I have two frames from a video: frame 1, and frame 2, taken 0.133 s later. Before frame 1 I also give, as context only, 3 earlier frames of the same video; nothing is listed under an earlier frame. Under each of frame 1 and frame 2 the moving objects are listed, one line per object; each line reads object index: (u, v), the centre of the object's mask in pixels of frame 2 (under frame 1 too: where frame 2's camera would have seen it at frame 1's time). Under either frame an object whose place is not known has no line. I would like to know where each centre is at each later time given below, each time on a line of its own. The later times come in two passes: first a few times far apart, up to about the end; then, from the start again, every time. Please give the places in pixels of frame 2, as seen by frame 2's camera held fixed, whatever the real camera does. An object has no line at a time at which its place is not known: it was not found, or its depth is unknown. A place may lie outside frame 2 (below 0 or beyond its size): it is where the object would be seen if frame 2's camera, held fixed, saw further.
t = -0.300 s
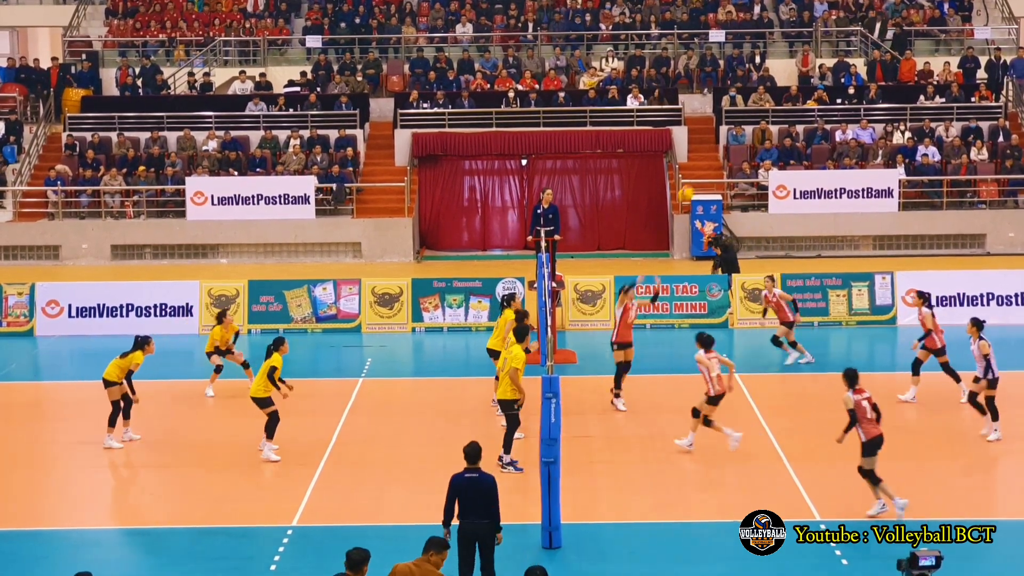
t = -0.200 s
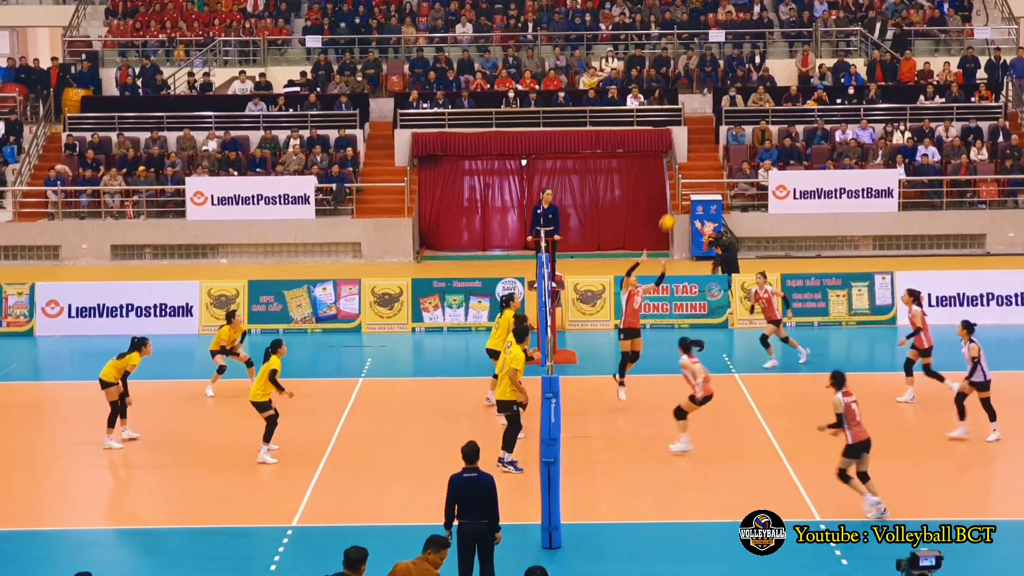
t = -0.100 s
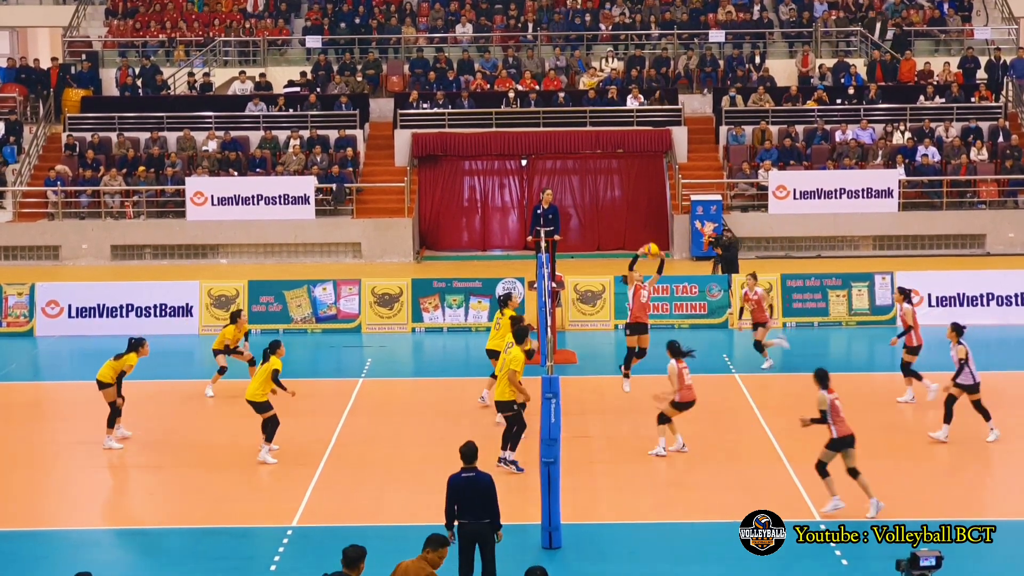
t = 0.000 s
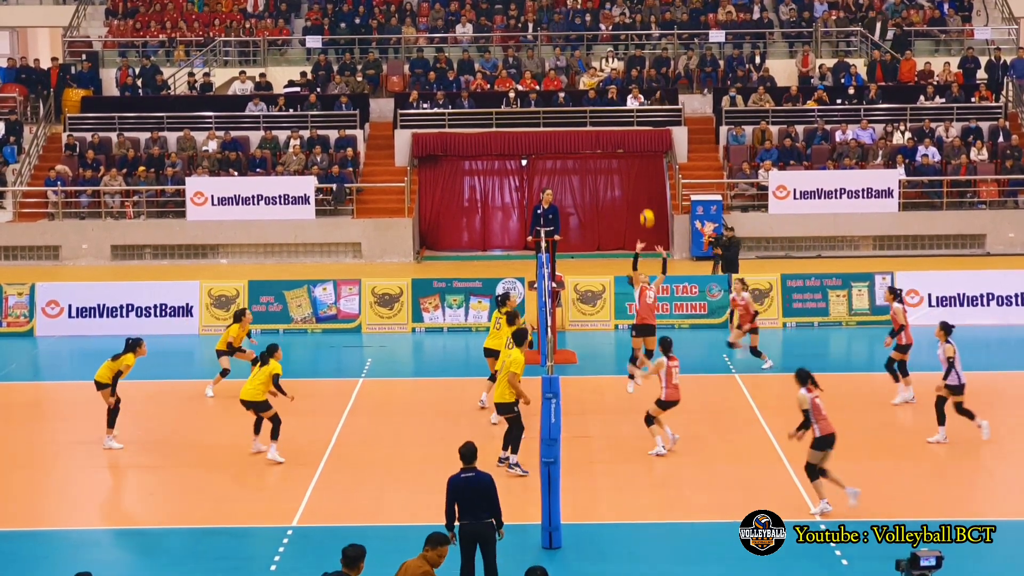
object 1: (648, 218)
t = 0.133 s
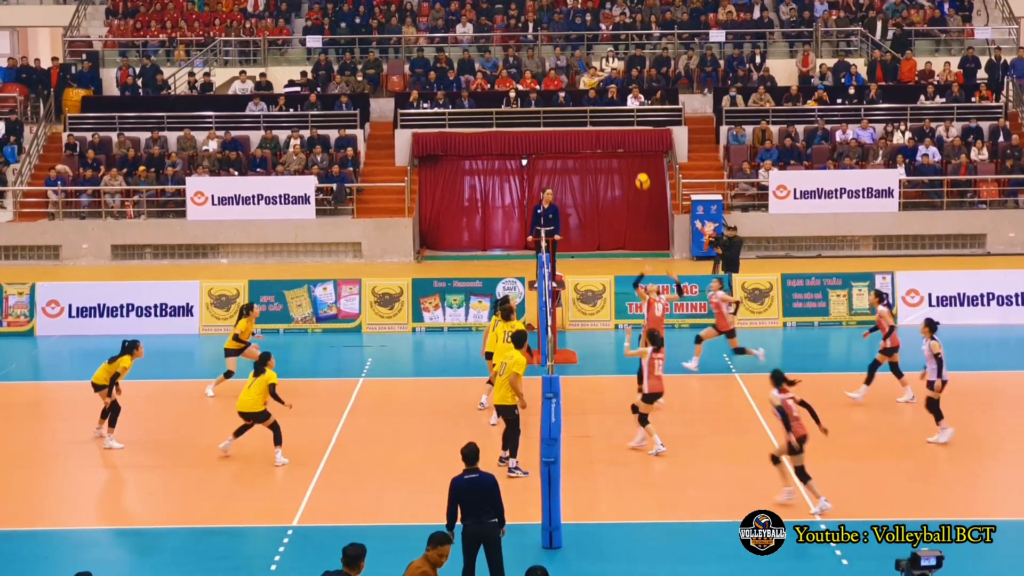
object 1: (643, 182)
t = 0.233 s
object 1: (639, 163)
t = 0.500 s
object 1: (630, 145)
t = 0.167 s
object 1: (641, 175)
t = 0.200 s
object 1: (640, 168)
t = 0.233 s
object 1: (639, 163)
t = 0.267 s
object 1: (638, 158)
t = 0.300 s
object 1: (637, 154)
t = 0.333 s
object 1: (636, 151)
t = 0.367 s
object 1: (634, 148)
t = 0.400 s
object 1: (634, 146)
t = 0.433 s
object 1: (633, 145)
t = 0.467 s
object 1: (631, 145)
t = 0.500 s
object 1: (630, 145)
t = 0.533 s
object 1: (629, 146)
